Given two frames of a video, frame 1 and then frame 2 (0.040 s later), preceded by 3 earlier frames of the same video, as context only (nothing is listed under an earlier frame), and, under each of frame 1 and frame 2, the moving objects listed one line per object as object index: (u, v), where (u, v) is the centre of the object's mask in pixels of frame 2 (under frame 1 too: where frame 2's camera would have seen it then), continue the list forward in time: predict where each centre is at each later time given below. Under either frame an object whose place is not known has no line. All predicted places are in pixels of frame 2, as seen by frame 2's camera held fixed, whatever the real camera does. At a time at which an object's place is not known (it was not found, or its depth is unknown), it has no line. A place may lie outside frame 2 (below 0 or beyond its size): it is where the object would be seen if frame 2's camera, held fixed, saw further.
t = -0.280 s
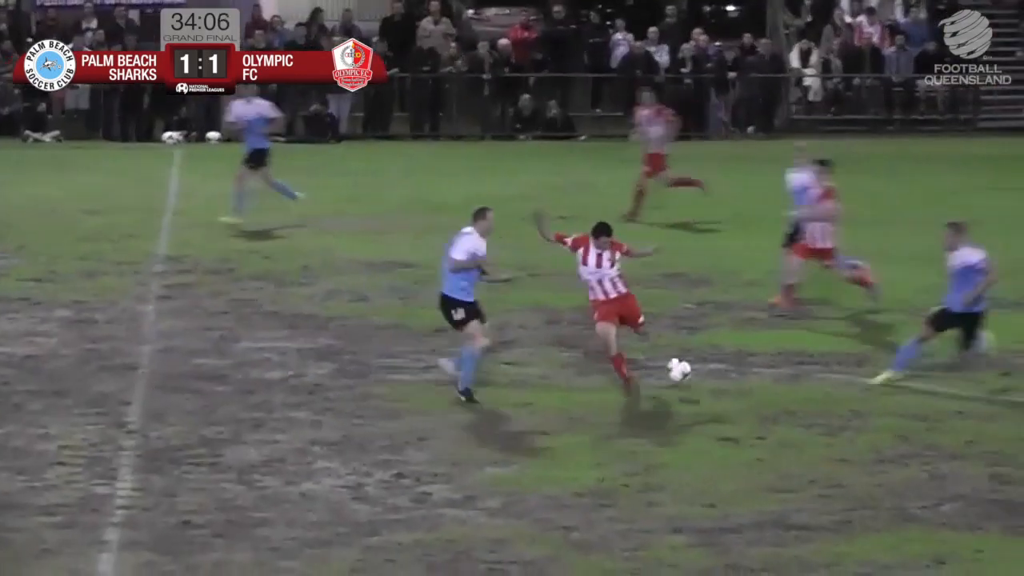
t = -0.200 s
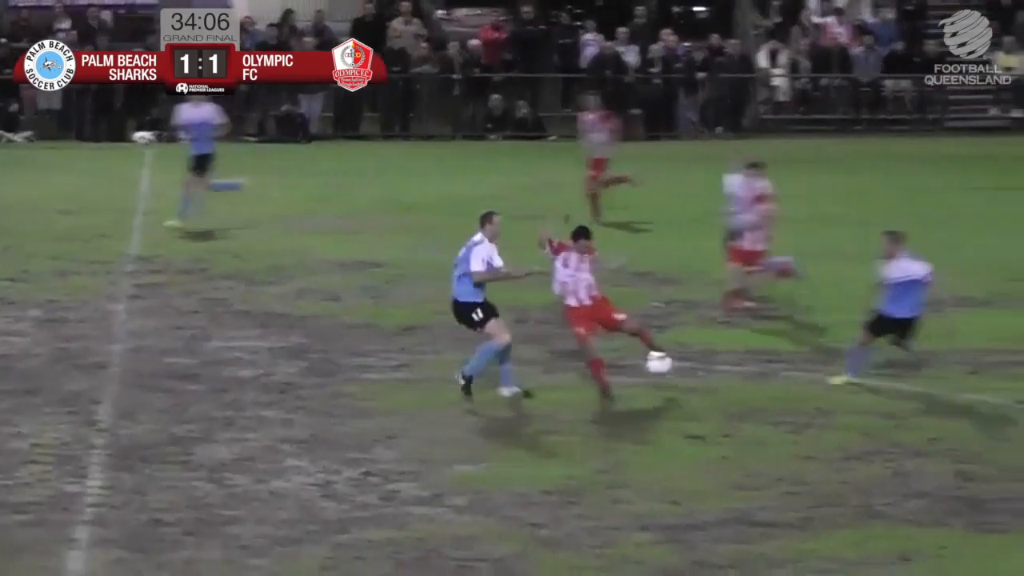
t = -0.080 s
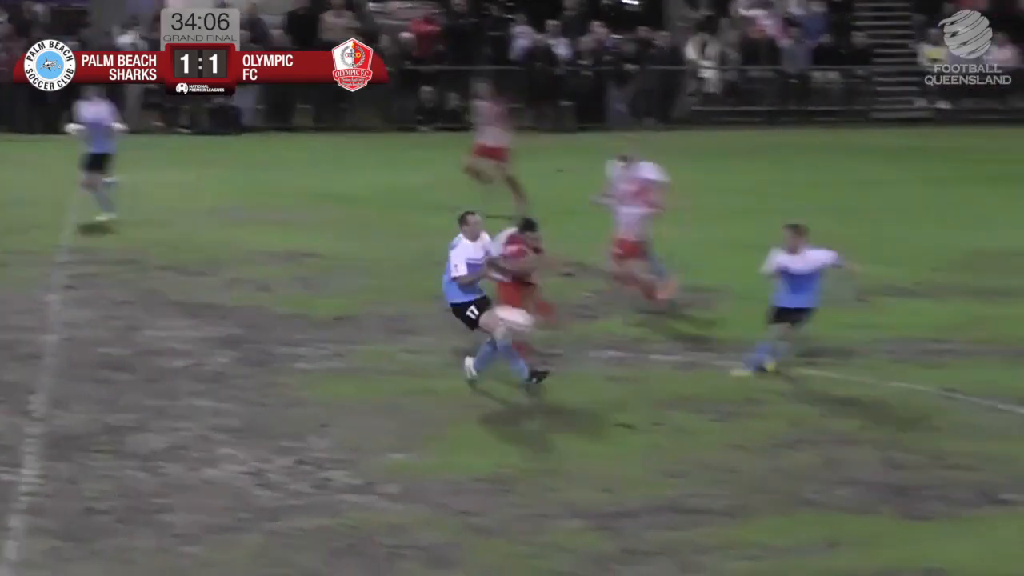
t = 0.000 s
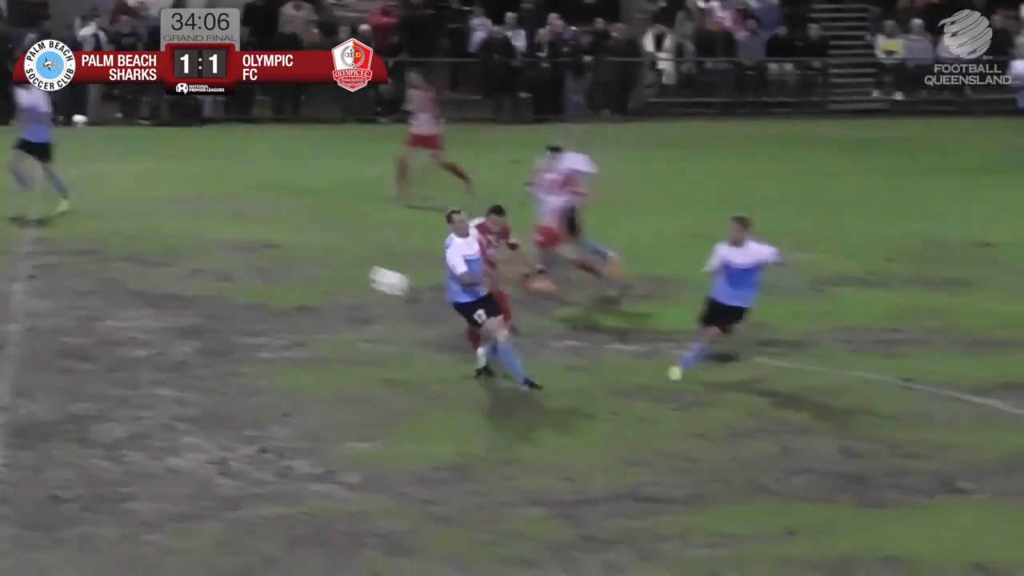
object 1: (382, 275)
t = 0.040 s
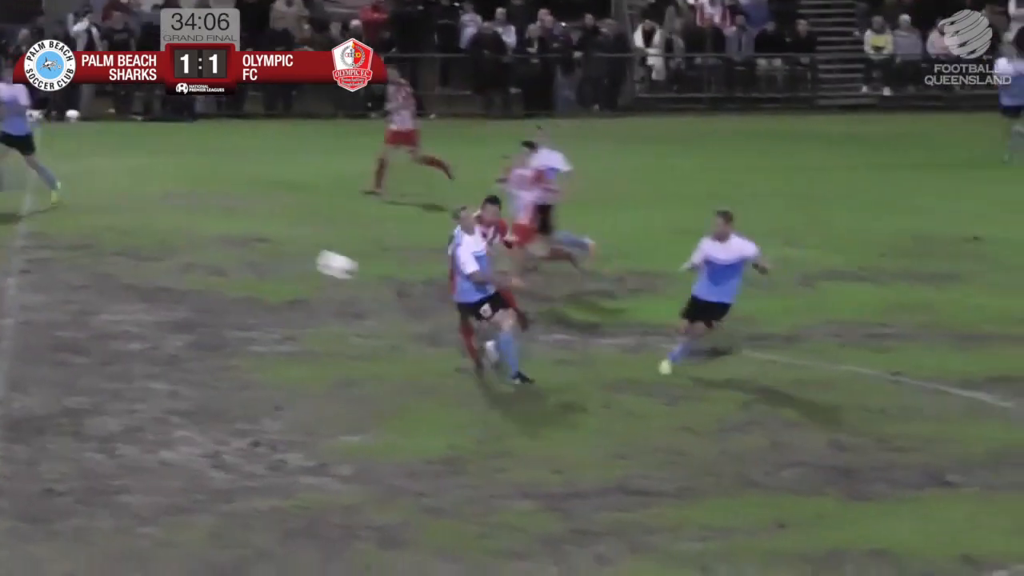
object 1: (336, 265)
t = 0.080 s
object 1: (291, 257)
